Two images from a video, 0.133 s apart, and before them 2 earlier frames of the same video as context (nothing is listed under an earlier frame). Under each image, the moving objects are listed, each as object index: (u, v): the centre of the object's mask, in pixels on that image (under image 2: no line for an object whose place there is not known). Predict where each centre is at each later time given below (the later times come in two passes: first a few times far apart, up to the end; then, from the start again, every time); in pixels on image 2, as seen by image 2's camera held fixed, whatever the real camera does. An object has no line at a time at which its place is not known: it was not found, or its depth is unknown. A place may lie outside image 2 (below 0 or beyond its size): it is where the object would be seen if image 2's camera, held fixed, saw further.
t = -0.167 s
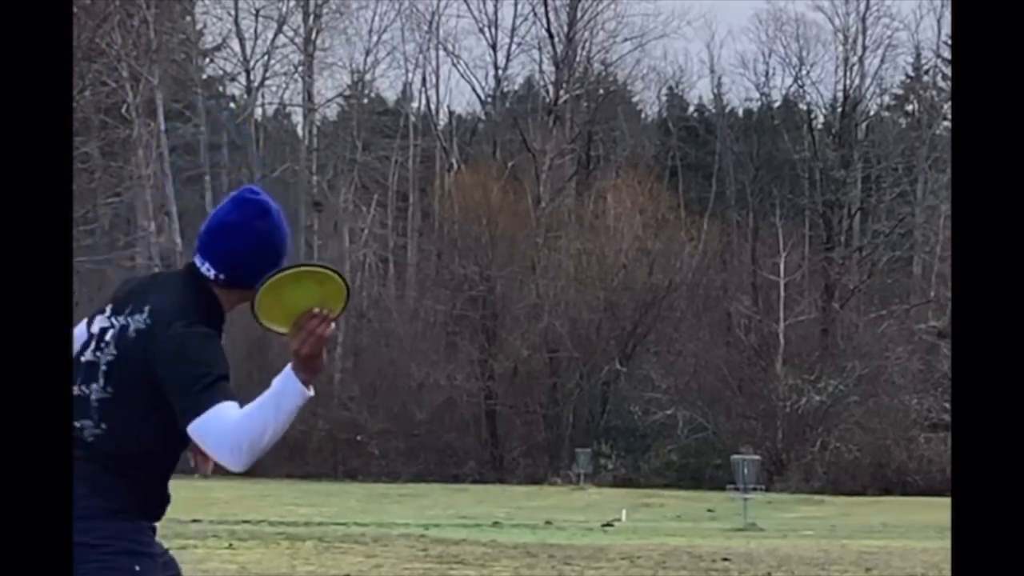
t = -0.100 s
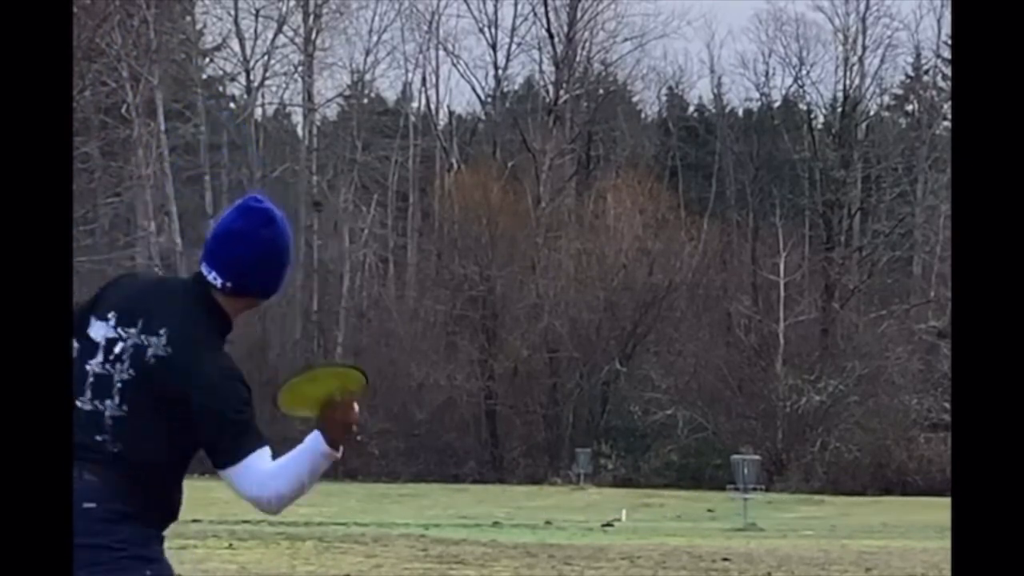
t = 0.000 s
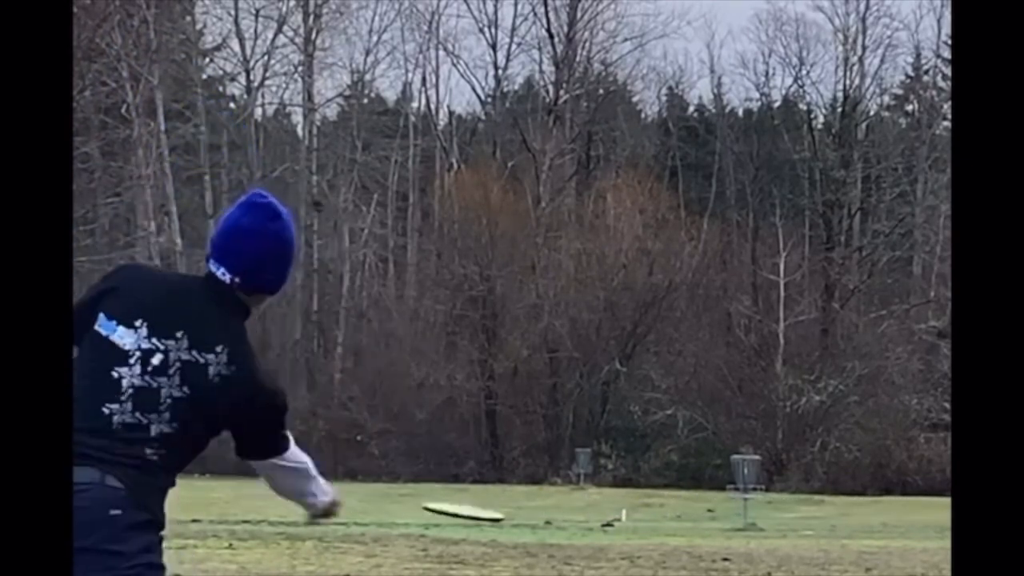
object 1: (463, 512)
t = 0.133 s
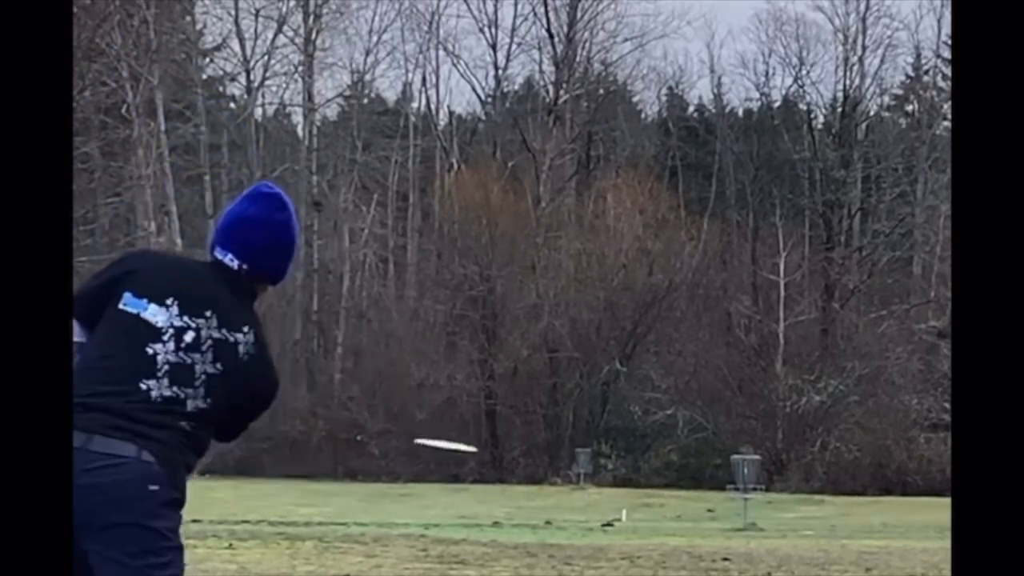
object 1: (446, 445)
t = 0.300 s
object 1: (445, 379)
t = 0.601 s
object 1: (460, 313)
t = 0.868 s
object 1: (475, 285)
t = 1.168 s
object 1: (492, 268)
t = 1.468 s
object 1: (508, 267)
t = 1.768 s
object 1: (523, 275)
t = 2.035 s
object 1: (539, 287)
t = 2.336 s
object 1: (560, 304)
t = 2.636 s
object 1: (586, 322)
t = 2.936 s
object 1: (618, 343)
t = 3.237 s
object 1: (657, 368)
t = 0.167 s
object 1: (444, 430)
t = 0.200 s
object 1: (443, 416)
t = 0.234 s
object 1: (444, 403)
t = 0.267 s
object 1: (444, 390)
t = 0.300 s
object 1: (445, 379)
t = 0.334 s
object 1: (446, 369)
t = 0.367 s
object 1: (447, 360)
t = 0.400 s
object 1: (448, 352)
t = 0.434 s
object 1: (450, 344)
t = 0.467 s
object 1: (452, 337)
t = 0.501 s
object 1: (454, 331)
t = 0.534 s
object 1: (455, 324)
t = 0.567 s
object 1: (457, 319)
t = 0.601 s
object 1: (460, 313)
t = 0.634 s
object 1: (461, 309)
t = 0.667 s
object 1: (463, 305)
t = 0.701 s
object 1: (465, 300)
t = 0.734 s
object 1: (467, 297)
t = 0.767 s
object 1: (469, 293)
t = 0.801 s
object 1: (471, 290)
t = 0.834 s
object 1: (473, 287)
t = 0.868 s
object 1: (475, 285)
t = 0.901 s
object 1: (477, 282)
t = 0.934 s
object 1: (479, 280)
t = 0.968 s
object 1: (481, 278)
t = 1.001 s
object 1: (483, 276)
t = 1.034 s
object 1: (485, 274)
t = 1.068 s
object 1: (487, 272)
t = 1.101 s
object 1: (488, 270)
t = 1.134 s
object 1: (490, 269)
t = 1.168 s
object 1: (492, 268)
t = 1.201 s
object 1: (494, 268)
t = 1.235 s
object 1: (495, 267)
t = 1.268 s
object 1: (498, 267)
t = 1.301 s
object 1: (499, 267)
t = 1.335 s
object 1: (501, 266)
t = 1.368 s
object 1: (503, 266)
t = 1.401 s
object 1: (503, 267)
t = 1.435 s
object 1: (506, 267)
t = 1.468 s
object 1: (508, 267)
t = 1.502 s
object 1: (509, 268)
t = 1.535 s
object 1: (510, 269)
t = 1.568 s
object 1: (513, 269)
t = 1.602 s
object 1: (515, 270)
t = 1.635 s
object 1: (516, 271)
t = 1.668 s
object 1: (517, 272)
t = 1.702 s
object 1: (520, 273)
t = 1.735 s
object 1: (522, 274)
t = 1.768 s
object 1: (523, 275)
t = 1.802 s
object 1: (526, 276)
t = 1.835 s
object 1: (527, 278)
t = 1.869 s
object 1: (530, 279)
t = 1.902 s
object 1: (531, 281)
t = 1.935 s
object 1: (533, 282)
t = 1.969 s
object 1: (535, 284)
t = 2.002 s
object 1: (537, 285)
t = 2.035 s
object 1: (539, 287)
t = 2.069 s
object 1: (541, 289)
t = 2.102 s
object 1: (543, 291)
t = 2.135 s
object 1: (545, 293)
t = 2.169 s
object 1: (548, 295)
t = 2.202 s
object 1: (549, 296)
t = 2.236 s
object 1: (552, 298)
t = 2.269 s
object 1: (555, 301)
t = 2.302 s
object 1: (558, 303)
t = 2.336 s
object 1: (560, 304)
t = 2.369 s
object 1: (562, 306)
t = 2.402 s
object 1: (564, 308)
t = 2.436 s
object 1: (568, 310)
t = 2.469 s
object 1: (571, 312)
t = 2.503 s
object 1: (574, 314)
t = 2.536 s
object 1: (576, 316)
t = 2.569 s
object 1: (579, 318)
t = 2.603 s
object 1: (583, 320)
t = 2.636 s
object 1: (586, 322)
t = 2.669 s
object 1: (589, 324)
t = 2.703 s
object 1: (592, 326)
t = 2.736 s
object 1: (596, 329)
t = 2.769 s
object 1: (599, 331)
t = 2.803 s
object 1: (603, 333)
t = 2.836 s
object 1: (606, 335)
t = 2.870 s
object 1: (610, 338)
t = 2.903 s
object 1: (614, 340)
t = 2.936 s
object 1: (618, 343)
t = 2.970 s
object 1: (622, 345)
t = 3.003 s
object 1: (626, 348)
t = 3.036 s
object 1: (630, 351)
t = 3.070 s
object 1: (634, 354)
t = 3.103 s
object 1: (639, 357)
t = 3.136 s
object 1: (643, 359)
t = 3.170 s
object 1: (648, 362)
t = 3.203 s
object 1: (652, 365)
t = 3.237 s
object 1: (657, 368)
